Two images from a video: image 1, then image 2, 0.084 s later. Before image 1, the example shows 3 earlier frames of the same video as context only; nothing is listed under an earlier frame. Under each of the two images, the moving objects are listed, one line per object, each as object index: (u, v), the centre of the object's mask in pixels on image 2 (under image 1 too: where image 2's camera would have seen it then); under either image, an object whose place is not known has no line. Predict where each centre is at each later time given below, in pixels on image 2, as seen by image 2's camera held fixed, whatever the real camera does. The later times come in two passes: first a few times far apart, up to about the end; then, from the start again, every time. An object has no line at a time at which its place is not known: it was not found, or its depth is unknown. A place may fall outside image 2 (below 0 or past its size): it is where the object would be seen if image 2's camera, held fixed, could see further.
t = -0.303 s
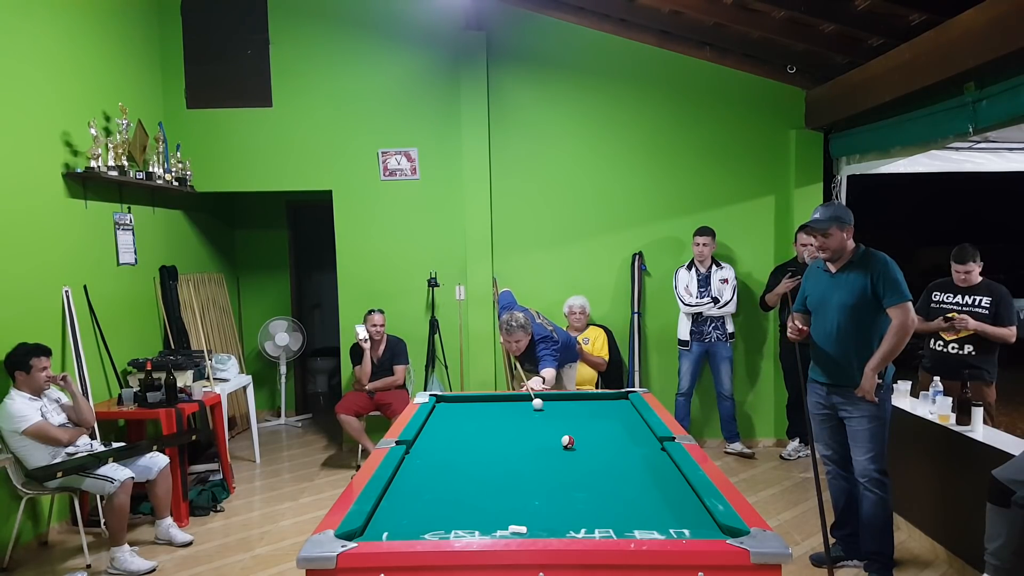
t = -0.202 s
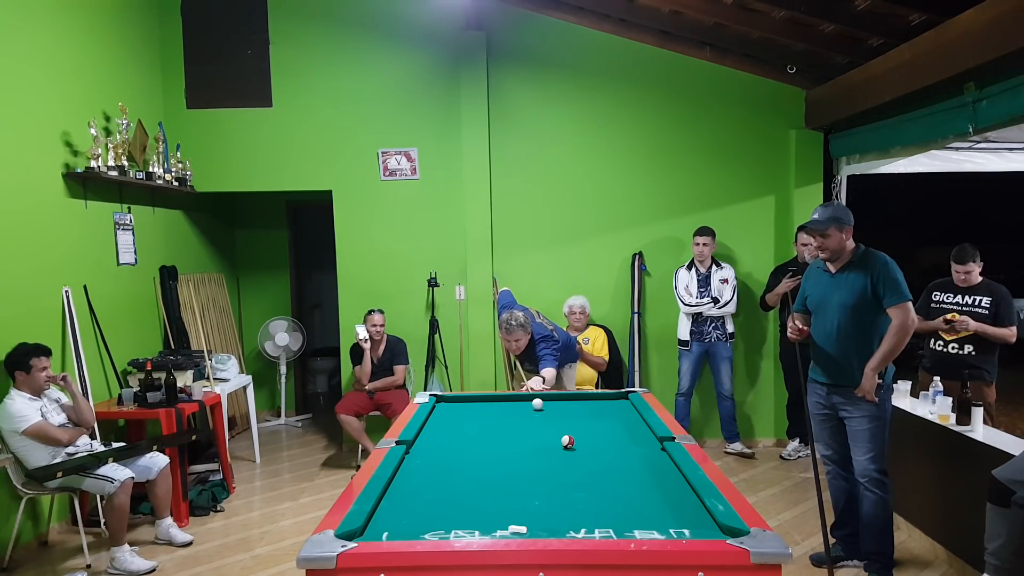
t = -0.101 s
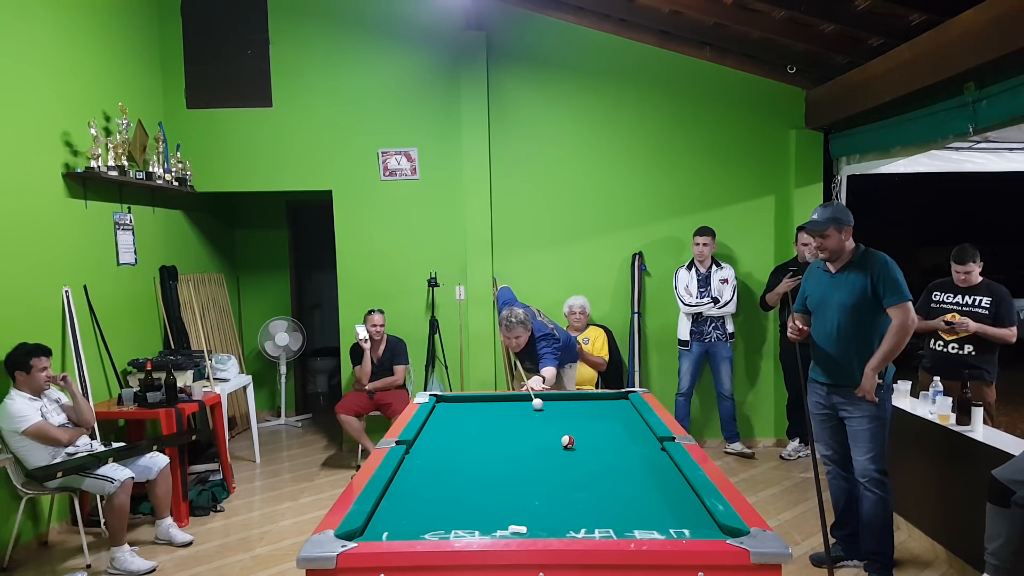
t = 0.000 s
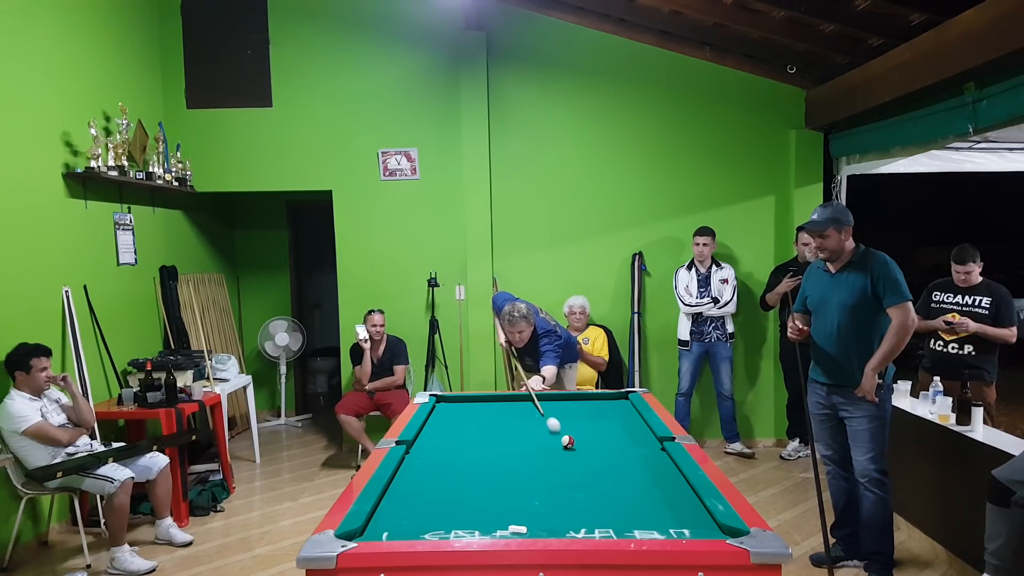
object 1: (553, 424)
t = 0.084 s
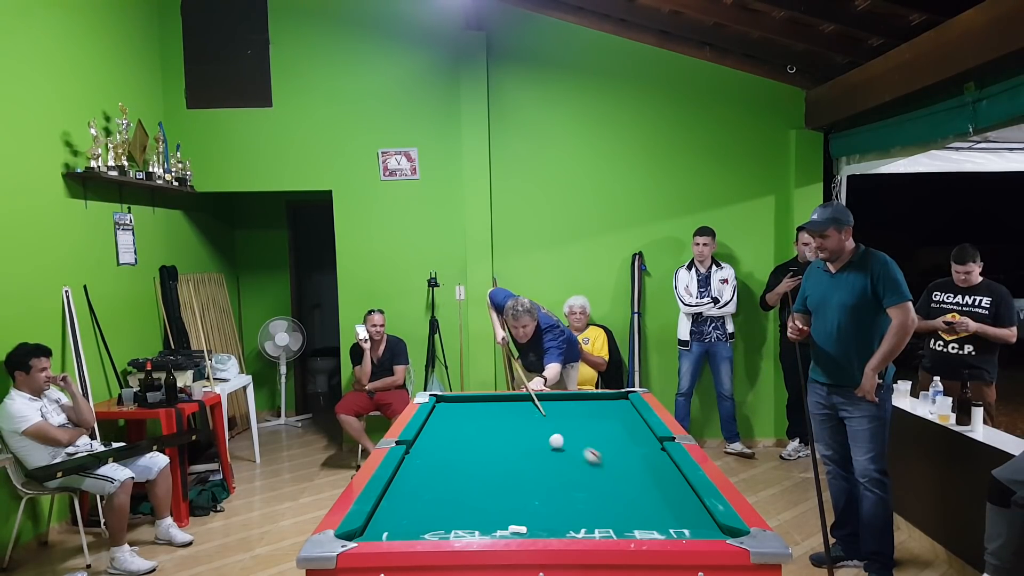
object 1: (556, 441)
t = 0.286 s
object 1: (529, 457)
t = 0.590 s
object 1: (487, 480)
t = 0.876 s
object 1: (440, 506)
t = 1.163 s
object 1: (386, 525)
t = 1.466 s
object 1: (407, 507)
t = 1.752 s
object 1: (446, 490)
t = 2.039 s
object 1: (478, 475)
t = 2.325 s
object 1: (507, 463)
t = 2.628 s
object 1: (533, 451)
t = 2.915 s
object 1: (555, 442)
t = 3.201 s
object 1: (574, 434)
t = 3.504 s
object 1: (592, 426)
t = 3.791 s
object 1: (606, 419)
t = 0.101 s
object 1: (554, 443)
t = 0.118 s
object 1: (551, 444)
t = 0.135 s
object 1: (549, 446)
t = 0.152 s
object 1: (547, 447)
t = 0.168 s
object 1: (544, 449)
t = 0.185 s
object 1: (542, 450)
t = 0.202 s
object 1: (540, 451)
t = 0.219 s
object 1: (538, 453)
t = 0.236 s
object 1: (535, 454)
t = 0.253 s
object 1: (533, 455)
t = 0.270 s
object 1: (531, 456)
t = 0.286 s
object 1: (529, 457)
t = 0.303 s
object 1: (527, 458)
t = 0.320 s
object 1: (525, 459)
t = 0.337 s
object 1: (523, 461)
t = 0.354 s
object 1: (521, 462)
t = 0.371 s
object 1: (518, 463)
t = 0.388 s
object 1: (516, 464)
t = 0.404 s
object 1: (514, 465)
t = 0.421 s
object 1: (511, 467)
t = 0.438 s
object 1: (509, 468)
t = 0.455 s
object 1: (507, 469)
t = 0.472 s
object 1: (504, 470)
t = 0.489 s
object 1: (502, 472)
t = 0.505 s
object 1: (500, 473)
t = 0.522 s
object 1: (497, 474)
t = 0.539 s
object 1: (495, 476)
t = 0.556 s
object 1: (492, 477)
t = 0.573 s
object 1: (490, 478)
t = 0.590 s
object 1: (487, 480)
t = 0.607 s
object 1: (485, 481)
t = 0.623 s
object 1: (482, 483)
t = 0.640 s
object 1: (479, 484)
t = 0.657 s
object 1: (477, 486)
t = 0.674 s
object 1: (474, 487)
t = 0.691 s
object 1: (472, 488)
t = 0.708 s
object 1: (469, 490)
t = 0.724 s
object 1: (466, 491)
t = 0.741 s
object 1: (463, 493)
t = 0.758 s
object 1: (460, 495)
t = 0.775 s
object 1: (458, 496)
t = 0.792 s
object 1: (455, 498)
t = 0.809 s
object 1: (452, 500)
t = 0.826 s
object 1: (449, 501)
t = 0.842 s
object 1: (446, 503)
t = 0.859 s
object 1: (443, 504)
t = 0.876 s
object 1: (440, 506)
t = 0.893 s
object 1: (437, 508)
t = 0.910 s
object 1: (434, 509)
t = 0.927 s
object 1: (431, 511)
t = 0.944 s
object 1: (428, 513)
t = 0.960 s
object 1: (425, 515)
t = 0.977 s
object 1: (422, 516)
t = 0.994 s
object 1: (418, 518)
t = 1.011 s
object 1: (415, 519)
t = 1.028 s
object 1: (412, 521)
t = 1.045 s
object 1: (408, 522)
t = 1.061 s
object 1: (405, 523)
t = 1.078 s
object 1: (401, 525)
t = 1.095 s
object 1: (398, 526)
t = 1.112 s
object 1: (394, 527)
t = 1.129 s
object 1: (391, 526)
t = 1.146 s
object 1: (389, 526)
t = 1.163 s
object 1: (386, 525)
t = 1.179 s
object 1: (384, 524)
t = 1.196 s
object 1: (382, 524)
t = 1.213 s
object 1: (379, 523)
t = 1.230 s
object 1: (377, 522)
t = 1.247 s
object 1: (375, 521)
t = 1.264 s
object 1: (376, 521)
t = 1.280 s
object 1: (379, 520)
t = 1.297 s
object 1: (382, 518)
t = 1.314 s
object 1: (385, 517)
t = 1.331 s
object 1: (387, 516)
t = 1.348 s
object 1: (390, 515)
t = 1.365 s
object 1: (392, 513)
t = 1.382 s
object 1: (395, 512)
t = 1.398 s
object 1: (398, 511)
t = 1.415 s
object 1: (400, 510)
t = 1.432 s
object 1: (403, 509)
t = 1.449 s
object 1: (405, 508)
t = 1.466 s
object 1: (407, 507)
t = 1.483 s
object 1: (410, 506)
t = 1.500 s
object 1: (412, 505)
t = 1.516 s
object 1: (415, 504)
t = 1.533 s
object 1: (417, 502)
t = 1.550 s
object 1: (419, 502)
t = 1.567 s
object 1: (422, 500)
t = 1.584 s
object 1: (424, 499)
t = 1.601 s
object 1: (426, 498)
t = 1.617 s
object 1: (428, 498)
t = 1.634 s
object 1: (431, 496)
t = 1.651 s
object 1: (433, 495)
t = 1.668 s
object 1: (435, 495)
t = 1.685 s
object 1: (437, 494)
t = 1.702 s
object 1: (439, 493)
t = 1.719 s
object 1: (441, 492)
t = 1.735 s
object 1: (444, 491)
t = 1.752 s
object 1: (446, 490)
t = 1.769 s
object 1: (448, 489)
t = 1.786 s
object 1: (450, 488)
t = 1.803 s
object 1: (452, 487)
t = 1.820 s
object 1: (454, 486)
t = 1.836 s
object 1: (456, 485)
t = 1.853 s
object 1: (458, 484)
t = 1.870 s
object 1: (460, 484)
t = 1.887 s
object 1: (462, 483)
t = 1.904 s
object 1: (463, 482)
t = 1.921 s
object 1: (466, 481)
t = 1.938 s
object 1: (467, 480)
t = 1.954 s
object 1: (469, 479)
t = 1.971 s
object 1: (471, 479)
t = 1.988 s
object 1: (473, 478)
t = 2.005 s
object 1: (475, 477)
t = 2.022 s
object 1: (477, 476)
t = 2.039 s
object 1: (478, 475)
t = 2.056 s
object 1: (480, 474)
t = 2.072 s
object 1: (482, 474)
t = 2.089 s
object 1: (484, 473)
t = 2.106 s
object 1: (485, 472)
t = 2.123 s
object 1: (487, 471)
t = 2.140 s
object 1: (489, 471)
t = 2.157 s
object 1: (491, 470)
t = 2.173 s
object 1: (492, 469)
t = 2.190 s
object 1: (494, 468)
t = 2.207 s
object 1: (496, 468)
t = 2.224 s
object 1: (497, 467)
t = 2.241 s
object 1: (499, 466)
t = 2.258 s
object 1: (501, 466)
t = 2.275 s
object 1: (502, 465)
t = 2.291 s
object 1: (504, 464)
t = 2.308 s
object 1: (505, 463)
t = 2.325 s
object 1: (507, 463)
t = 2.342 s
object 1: (508, 462)
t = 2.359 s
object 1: (510, 461)
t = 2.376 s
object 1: (511, 461)
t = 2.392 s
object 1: (513, 460)
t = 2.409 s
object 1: (515, 459)
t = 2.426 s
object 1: (516, 459)
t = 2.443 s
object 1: (518, 458)
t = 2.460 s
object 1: (519, 457)
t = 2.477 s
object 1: (521, 457)
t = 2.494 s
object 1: (522, 456)
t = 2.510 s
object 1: (523, 455)
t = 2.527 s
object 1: (525, 455)
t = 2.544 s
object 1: (526, 454)
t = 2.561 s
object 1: (528, 453)
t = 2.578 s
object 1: (529, 453)
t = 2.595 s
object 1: (530, 452)
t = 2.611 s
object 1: (532, 451)
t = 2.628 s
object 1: (533, 451)
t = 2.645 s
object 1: (535, 450)
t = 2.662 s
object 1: (536, 450)
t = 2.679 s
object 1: (537, 449)
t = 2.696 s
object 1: (538, 449)
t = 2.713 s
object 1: (540, 448)
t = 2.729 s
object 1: (541, 447)
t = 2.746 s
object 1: (542, 447)
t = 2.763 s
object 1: (544, 446)
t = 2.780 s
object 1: (545, 446)
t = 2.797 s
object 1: (546, 445)
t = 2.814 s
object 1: (547, 445)
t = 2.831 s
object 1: (549, 444)
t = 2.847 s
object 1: (550, 444)
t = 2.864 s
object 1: (551, 443)
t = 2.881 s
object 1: (552, 443)
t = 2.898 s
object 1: (554, 442)
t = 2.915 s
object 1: (555, 442)
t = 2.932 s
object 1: (556, 441)
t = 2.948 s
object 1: (557, 441)
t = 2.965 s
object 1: (558, 440)
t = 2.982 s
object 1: (559, 440)
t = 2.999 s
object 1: (561, 439)
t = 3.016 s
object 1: (562, 439)
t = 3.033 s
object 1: (563, 438)
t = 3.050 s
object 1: (564, 438)
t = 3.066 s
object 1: (565, 437)
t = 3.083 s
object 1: (566, 437)
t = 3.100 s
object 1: (567, 436)
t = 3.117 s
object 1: (569, 436)
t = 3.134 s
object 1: (570, 435)
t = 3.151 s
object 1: (571, 435)
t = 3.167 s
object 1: (572, 434)
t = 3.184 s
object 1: (573, 434)
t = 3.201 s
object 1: (574, 434)
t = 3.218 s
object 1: (575, 433)
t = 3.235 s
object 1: (576, 433)
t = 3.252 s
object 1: (577, 432)
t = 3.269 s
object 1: (578, 432)
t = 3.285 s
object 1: (579, 431)
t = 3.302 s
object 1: (580, 431)
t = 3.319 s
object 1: (581, 431)
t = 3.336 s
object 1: (582, 430)
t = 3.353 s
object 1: (583, 430)
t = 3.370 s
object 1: (584, 429)
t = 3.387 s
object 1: (585, 429)
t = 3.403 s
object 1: (586, 428)
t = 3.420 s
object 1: (587, 428)
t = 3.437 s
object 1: (588, 428)
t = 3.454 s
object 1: (589, 427)
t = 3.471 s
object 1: (590, 427)
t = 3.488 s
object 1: (591, 426)
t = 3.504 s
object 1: (592, 426)
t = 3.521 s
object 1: (593, 426)
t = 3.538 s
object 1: (594, 425)
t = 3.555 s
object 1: (594, 425)
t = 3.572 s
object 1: (595, 424)
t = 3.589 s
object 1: (596, 424)
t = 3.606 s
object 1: (597, 423)
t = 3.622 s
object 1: (598, 423)
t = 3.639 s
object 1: (599, 423)
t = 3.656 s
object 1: (600, 422)
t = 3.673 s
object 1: (600, 422)
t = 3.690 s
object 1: (601, 422)
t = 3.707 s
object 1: (602, 421)
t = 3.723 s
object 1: (603, 421)
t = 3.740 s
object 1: (604, 421)
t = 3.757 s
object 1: (605, 420)
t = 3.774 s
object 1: (606, 420)
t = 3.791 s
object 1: (606, 419)
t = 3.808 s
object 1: (607, 419)
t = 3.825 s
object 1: (608, 419)
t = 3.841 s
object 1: (609, 418)
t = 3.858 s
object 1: (610, 418)
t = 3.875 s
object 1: (610, 418)
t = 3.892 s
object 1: (611, 417)
